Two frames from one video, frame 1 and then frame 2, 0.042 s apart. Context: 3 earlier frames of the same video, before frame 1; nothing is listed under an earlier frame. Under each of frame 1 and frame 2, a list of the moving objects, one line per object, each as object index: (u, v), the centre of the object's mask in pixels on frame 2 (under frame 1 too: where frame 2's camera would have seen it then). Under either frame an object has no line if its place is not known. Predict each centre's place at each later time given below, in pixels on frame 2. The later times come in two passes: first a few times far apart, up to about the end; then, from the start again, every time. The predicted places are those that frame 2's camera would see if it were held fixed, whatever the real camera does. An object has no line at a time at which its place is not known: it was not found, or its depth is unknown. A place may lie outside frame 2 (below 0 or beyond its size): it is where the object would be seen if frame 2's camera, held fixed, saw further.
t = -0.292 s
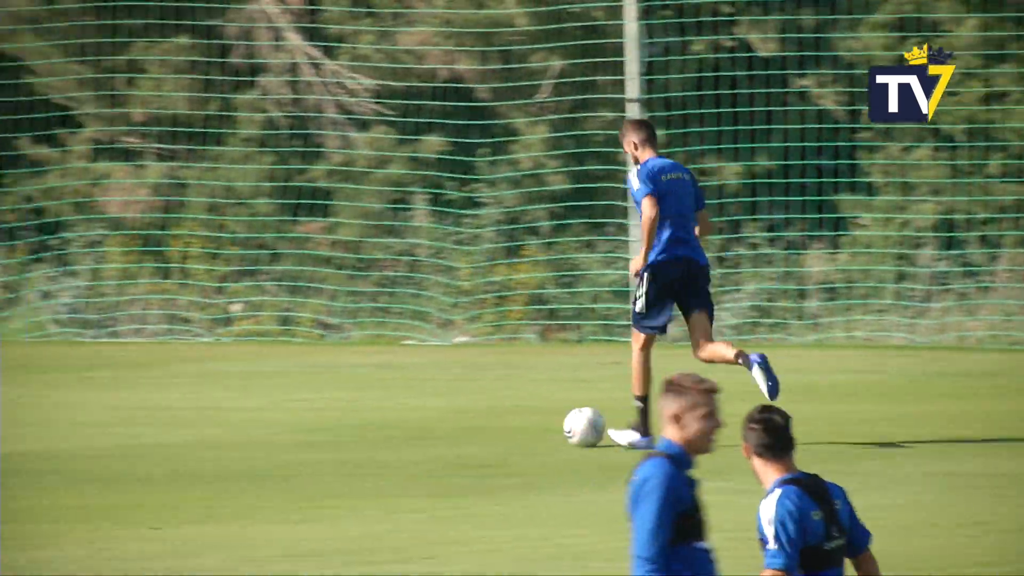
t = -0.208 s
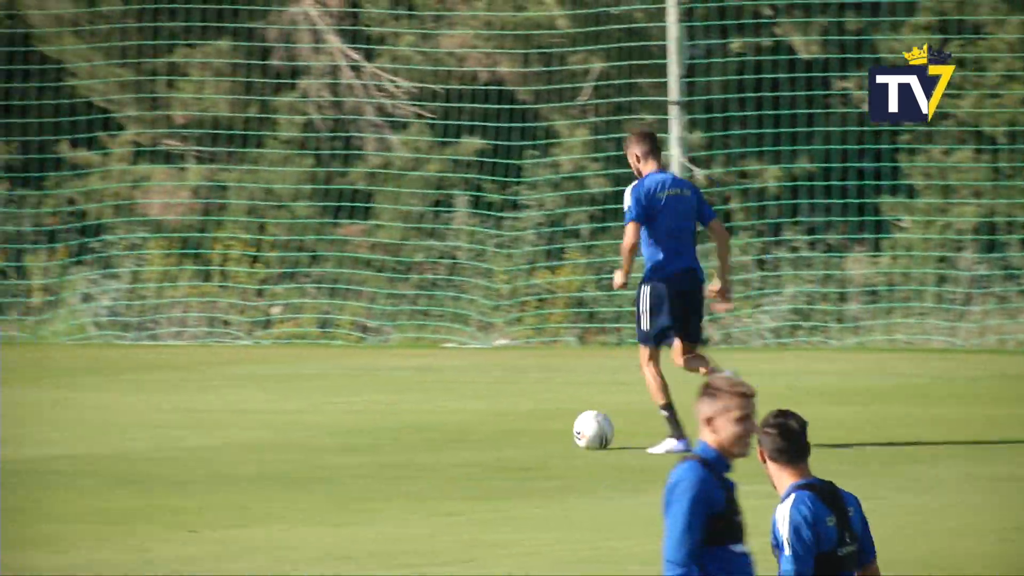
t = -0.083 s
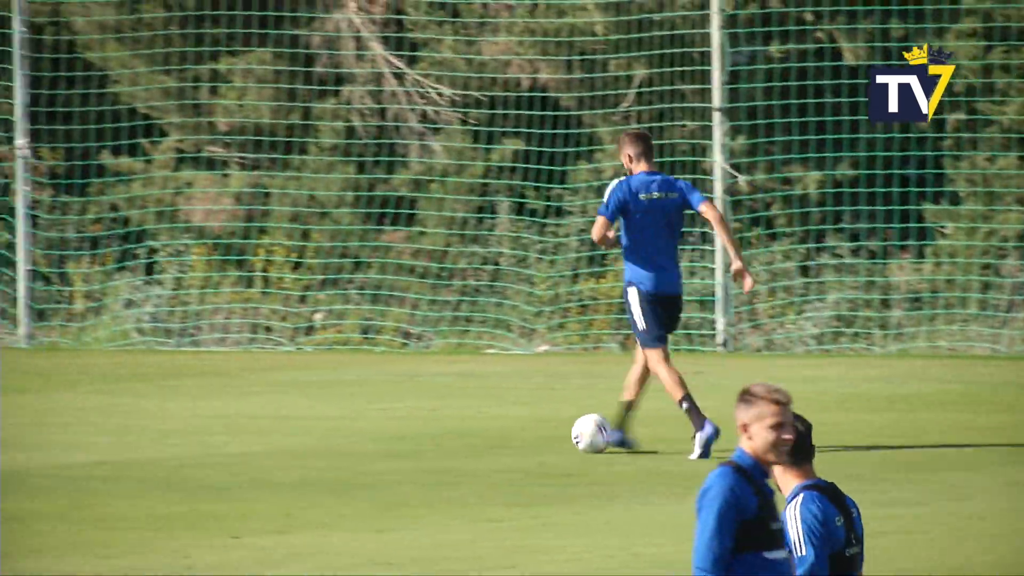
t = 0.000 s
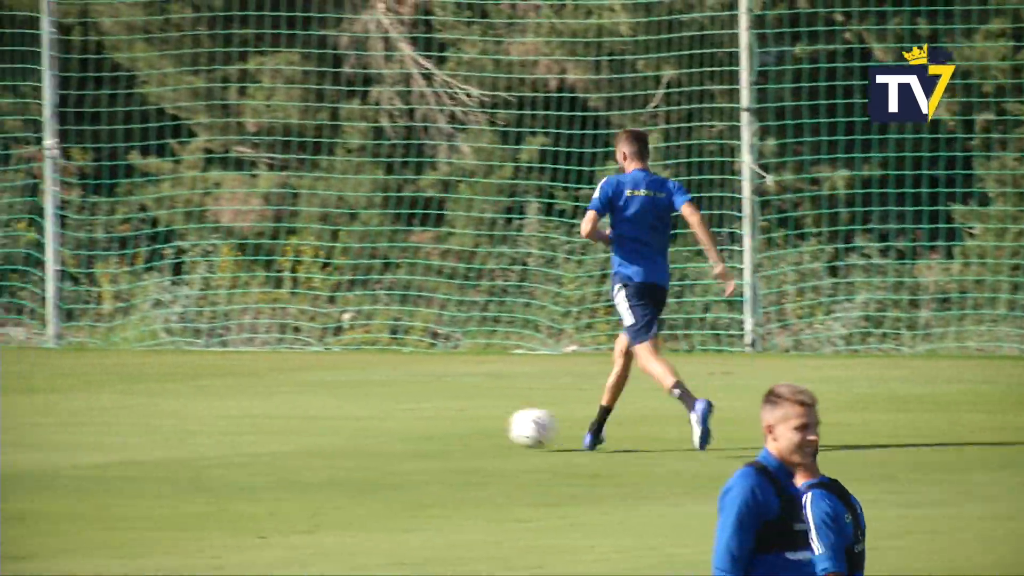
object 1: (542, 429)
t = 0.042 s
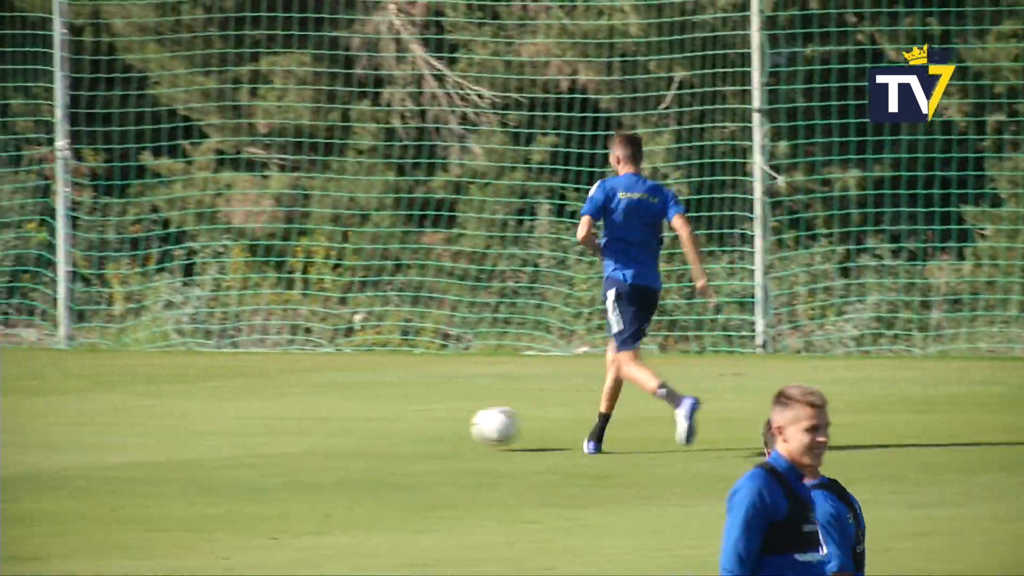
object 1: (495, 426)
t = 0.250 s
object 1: (278, 426)
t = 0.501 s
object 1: (64, 419)
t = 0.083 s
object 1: (448, 426)
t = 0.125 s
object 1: (401, 428)
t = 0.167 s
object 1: (360, 427)
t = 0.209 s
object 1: (318, 426)
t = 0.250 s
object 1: (278, 426)
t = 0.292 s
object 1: (239, 424)
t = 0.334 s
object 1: (202, 421)
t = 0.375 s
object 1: (165, 420)
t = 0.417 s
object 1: (128, 421)
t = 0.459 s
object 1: (94, 422)
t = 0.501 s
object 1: (64, 419)
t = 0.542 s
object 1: (32, 418)
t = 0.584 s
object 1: (2, 420)
